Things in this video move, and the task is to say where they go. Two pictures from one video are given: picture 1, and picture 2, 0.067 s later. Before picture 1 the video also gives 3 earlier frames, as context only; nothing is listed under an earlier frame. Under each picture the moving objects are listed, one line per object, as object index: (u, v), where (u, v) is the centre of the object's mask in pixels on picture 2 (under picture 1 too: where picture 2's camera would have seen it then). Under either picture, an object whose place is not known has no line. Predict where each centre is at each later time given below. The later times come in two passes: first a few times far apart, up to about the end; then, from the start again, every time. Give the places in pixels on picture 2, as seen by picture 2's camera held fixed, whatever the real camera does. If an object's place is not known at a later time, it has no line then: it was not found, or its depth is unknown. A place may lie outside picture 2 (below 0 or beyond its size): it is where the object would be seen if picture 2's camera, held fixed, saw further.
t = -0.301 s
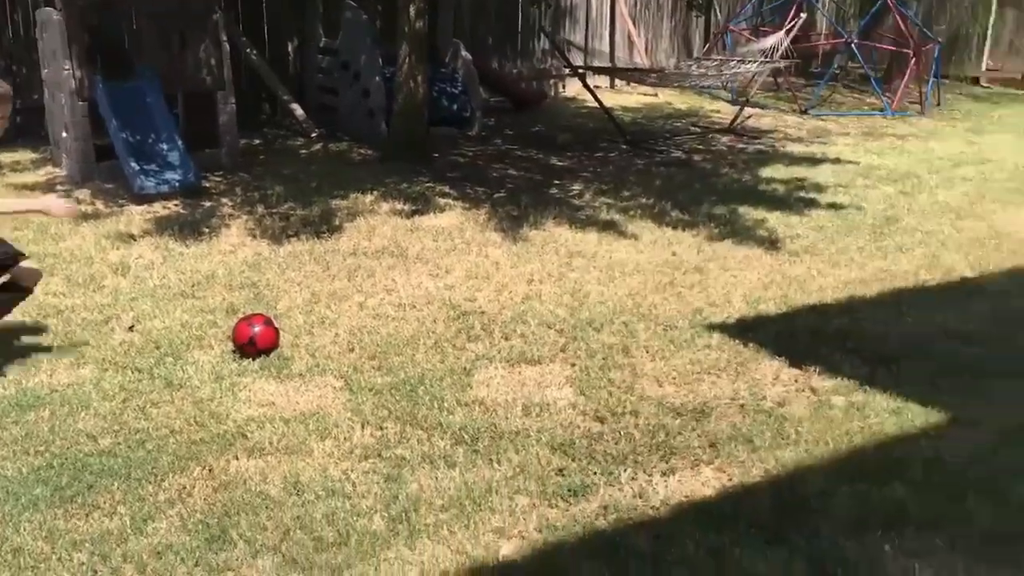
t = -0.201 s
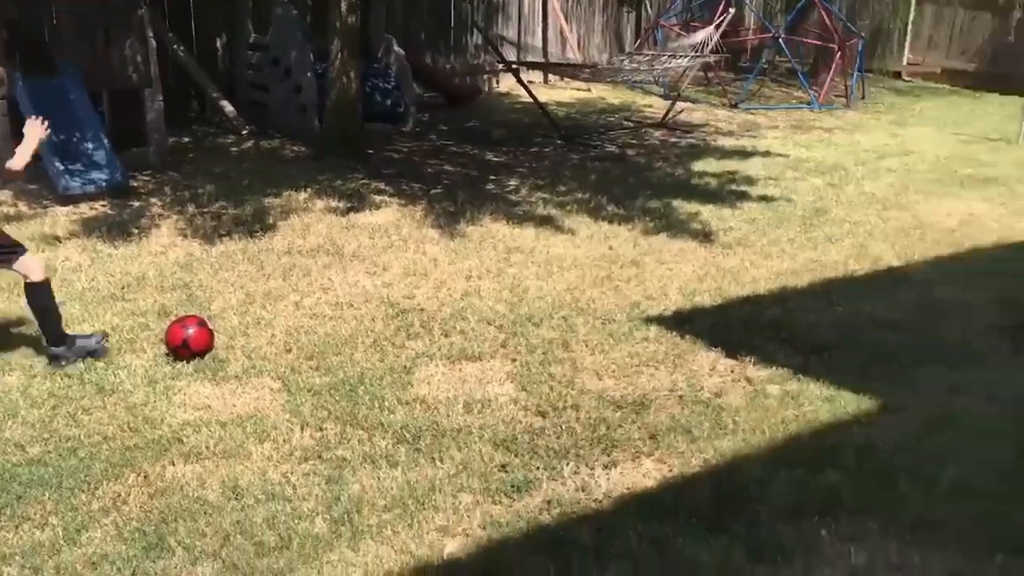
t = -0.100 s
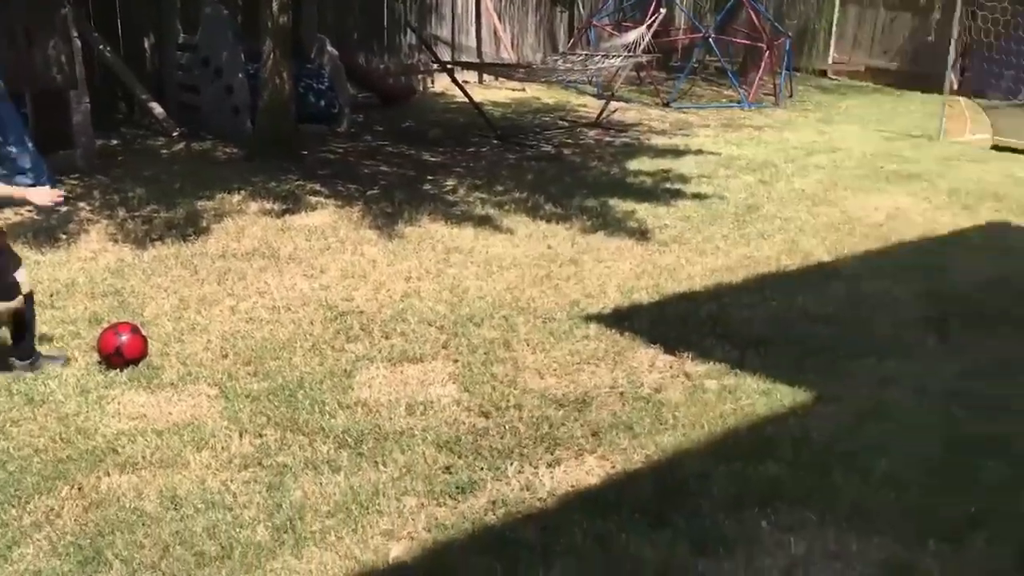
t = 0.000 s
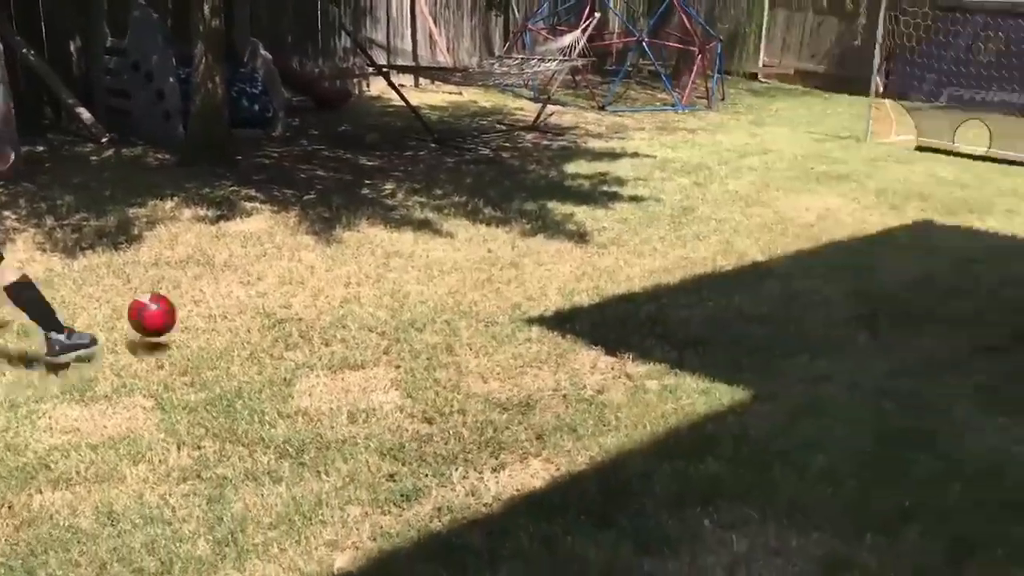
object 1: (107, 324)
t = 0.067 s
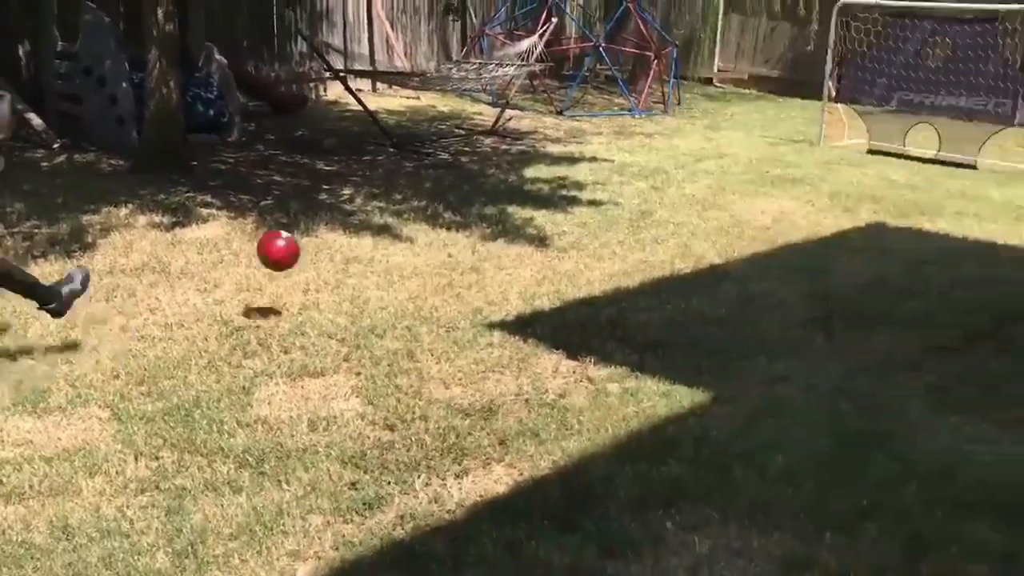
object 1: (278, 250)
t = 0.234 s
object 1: (567, 156)
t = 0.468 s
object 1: (791, 136)
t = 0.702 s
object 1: (908, 152)
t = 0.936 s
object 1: (947, 105)
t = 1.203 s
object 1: (935, 96)
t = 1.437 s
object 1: (910, 146)
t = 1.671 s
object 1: (914, 146)
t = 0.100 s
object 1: (350, 223)
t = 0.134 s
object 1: (415, 199)
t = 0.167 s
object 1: (471, 183)
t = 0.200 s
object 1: (522, 167)
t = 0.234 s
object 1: (567, 156)
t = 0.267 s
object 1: (610, 147)
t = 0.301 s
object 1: (647, 140)
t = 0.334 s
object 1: (681, 137)
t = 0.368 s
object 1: (712, 134)
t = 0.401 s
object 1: (741, 134)
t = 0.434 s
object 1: (767, 134)
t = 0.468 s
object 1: (791, 136)
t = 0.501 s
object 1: (813, 139)
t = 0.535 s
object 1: (833, 143)
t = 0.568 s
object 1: (851, 149)
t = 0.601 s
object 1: (868, 154)
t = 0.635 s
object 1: (884, 160)
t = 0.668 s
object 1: (897, 158)
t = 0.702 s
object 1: (908, 152)
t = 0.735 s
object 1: (919, 143)
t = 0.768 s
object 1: (929, 137)
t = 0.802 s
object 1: (936, 131)
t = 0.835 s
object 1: (942, 126)
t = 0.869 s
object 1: (944, 120)
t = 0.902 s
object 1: (945, 114)
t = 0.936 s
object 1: (947, 105)
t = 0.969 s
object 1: (945, 100)
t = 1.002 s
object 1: (943, 97)
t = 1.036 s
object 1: (946, 93)
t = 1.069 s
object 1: (944, 91)
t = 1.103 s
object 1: (940, 90)
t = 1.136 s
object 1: (939, 91)
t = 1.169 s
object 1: (936, 93)
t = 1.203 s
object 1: (935, 96)
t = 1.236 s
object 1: (932, 99)
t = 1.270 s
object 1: (930, 103)
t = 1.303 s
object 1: (926, 109)
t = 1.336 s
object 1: (923, 117)
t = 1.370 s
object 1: (917, 126)
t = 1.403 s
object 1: (914, 135)
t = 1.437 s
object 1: (910, 146)
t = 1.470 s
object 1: (907, 152)
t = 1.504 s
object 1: (908, 149)
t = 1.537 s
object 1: (912, 148)
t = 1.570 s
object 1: (912, 146)
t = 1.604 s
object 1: (913, 145)
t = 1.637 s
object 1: (914, 145)
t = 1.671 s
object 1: (914, 146)
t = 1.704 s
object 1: (915, 148)
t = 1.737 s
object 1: (916, 150)
